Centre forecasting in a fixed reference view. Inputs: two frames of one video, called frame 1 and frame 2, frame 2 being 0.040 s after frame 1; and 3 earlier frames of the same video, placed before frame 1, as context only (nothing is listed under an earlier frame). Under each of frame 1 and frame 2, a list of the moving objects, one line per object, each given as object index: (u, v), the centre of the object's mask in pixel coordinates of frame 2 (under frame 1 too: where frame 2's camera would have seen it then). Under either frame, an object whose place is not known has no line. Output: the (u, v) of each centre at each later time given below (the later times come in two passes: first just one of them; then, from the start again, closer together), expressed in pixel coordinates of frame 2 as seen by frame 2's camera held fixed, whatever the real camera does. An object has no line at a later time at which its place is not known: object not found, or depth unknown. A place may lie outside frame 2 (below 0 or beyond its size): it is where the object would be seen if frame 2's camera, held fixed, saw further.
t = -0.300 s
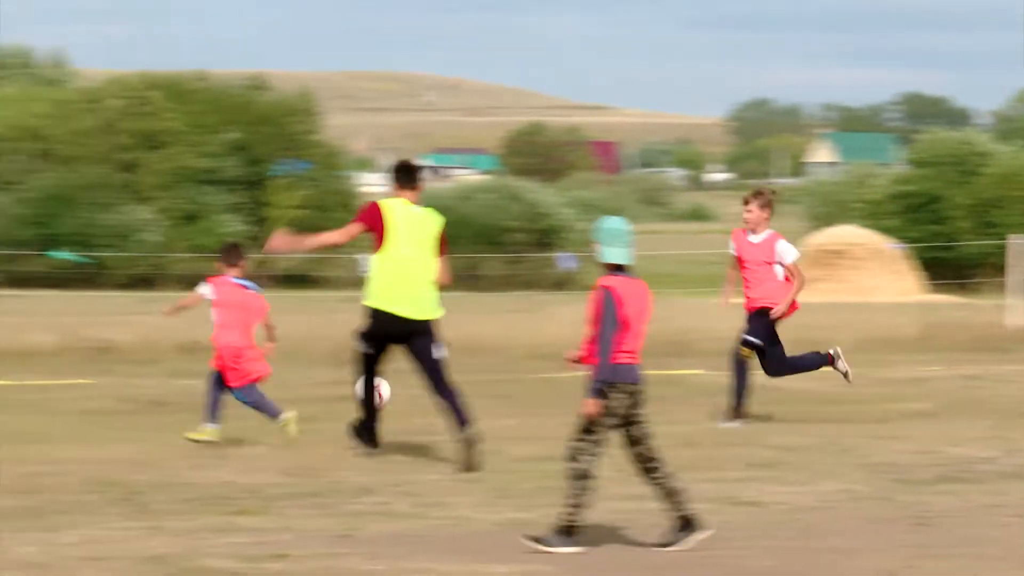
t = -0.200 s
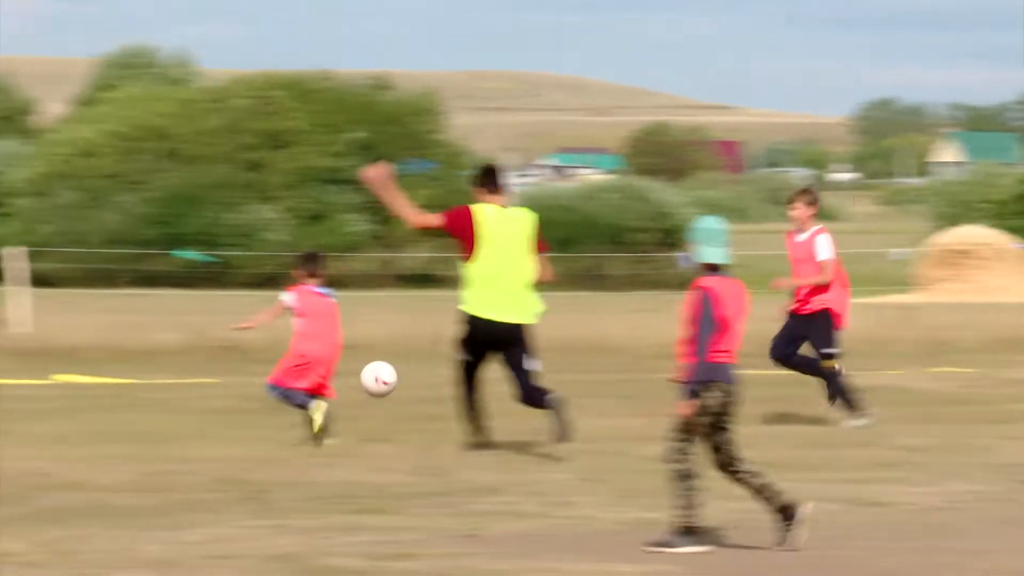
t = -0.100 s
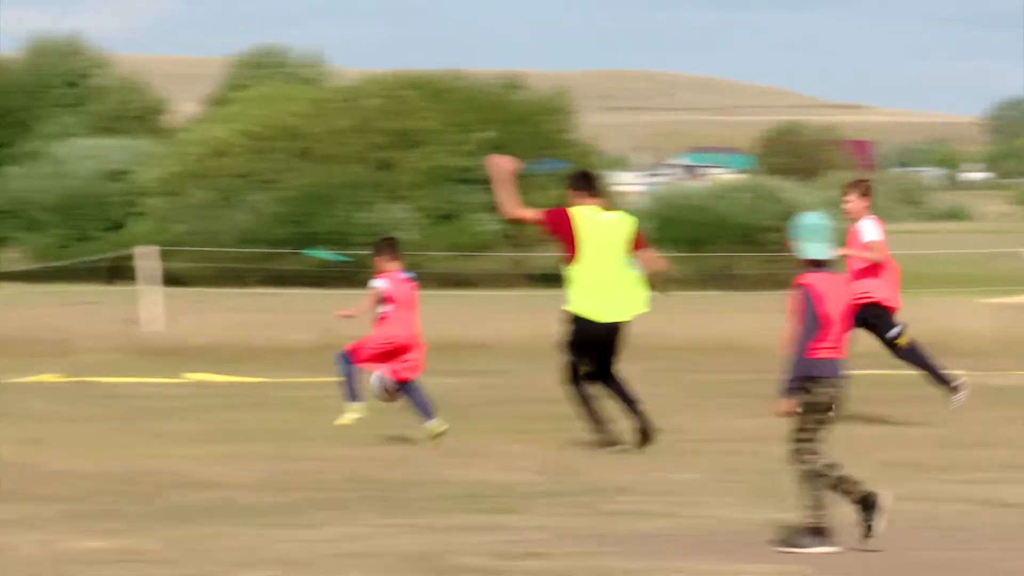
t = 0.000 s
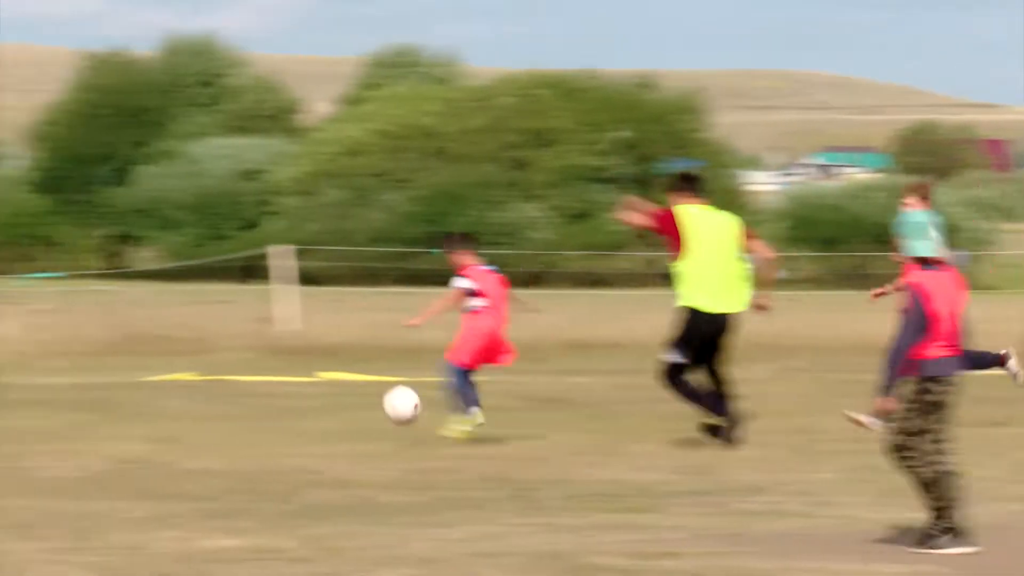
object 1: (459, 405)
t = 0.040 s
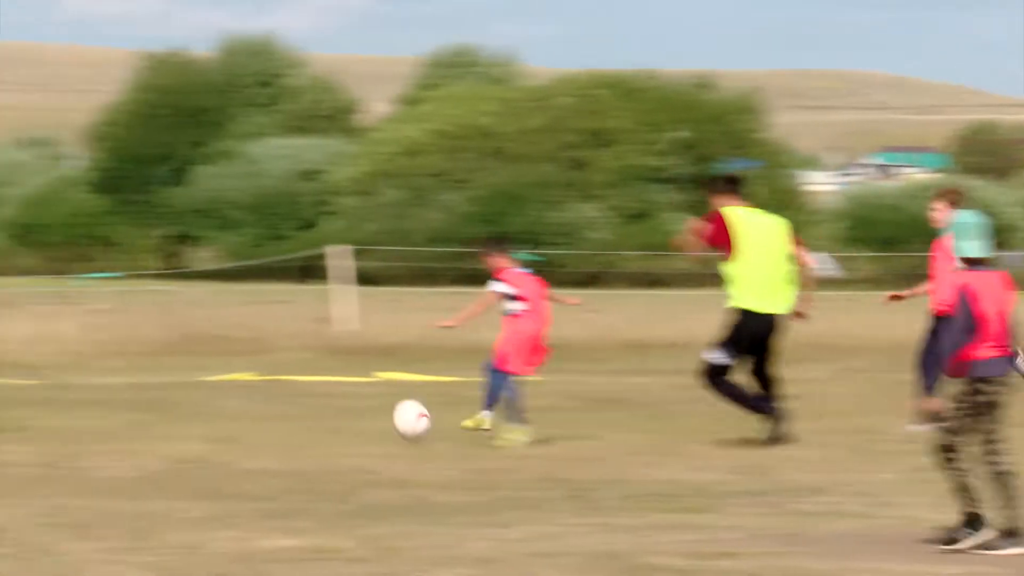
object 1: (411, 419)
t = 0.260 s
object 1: (156, 378)
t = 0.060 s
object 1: (387, 426)
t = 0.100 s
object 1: (341, 426)
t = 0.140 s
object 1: (296, 410)
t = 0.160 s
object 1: (273, 404)
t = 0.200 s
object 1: (228, 390)
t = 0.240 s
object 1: (179, 381)
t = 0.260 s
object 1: (156, 378)
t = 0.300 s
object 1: (106, 373)
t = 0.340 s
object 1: (55, 371)
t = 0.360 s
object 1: (30, 371)
